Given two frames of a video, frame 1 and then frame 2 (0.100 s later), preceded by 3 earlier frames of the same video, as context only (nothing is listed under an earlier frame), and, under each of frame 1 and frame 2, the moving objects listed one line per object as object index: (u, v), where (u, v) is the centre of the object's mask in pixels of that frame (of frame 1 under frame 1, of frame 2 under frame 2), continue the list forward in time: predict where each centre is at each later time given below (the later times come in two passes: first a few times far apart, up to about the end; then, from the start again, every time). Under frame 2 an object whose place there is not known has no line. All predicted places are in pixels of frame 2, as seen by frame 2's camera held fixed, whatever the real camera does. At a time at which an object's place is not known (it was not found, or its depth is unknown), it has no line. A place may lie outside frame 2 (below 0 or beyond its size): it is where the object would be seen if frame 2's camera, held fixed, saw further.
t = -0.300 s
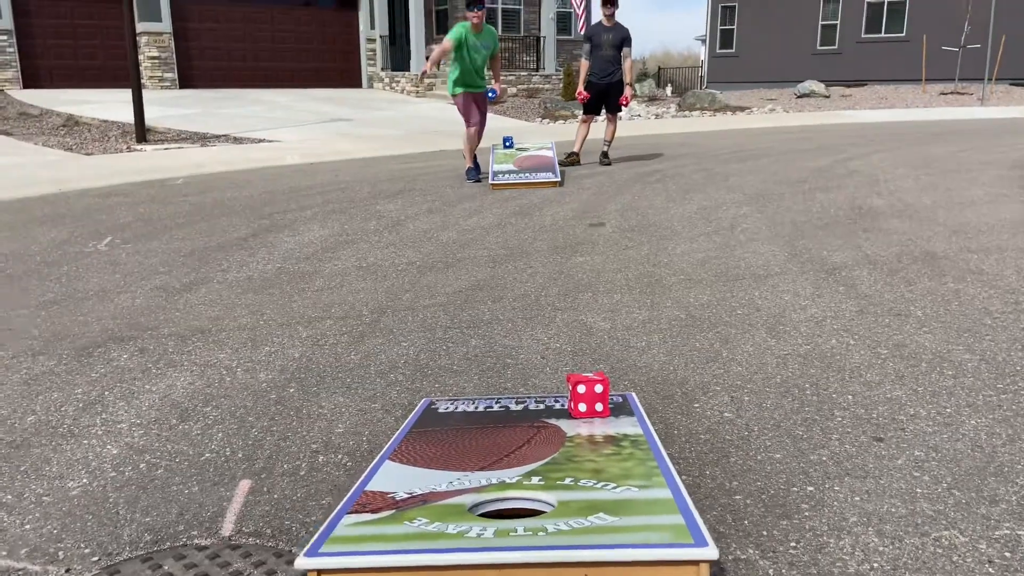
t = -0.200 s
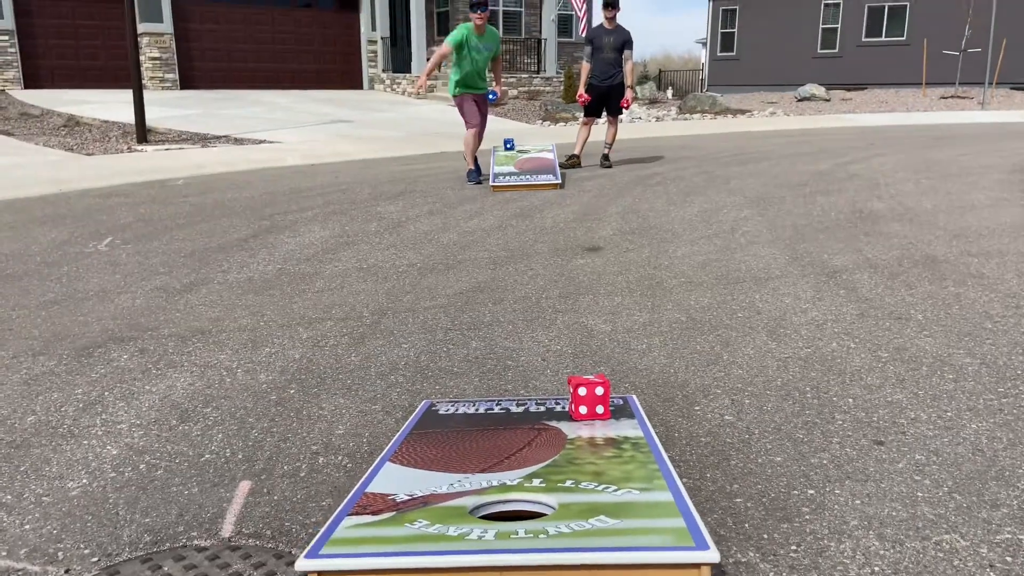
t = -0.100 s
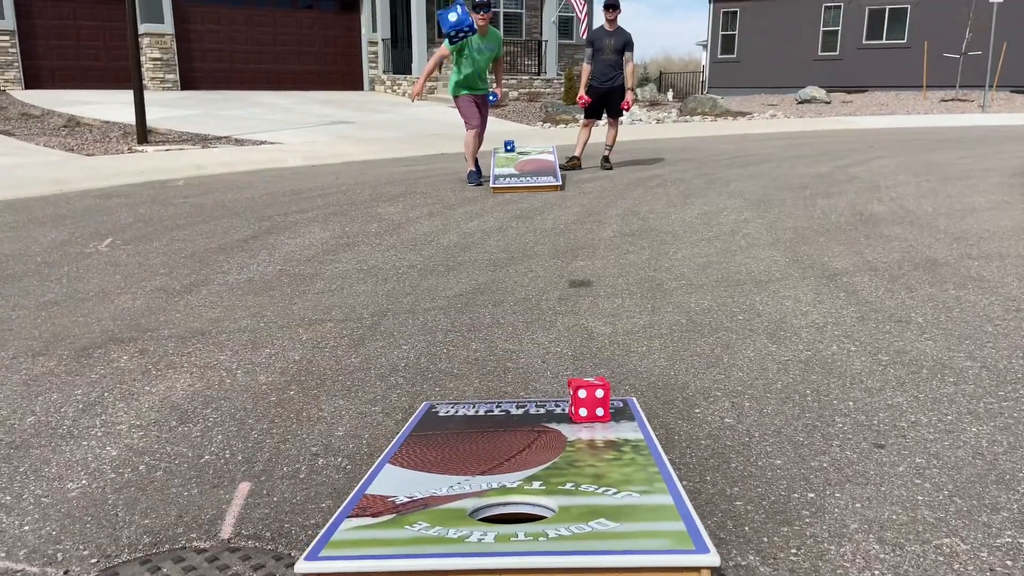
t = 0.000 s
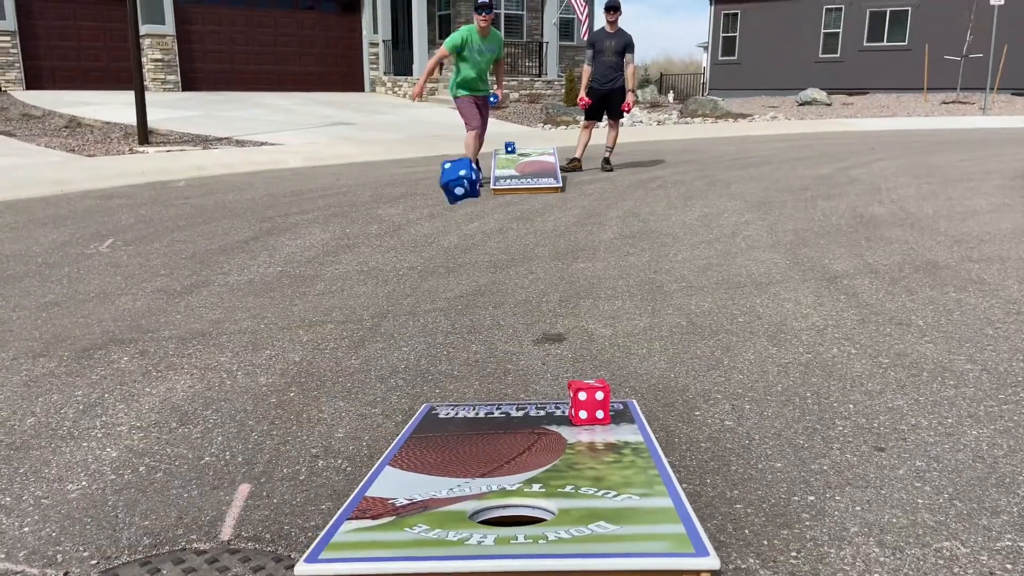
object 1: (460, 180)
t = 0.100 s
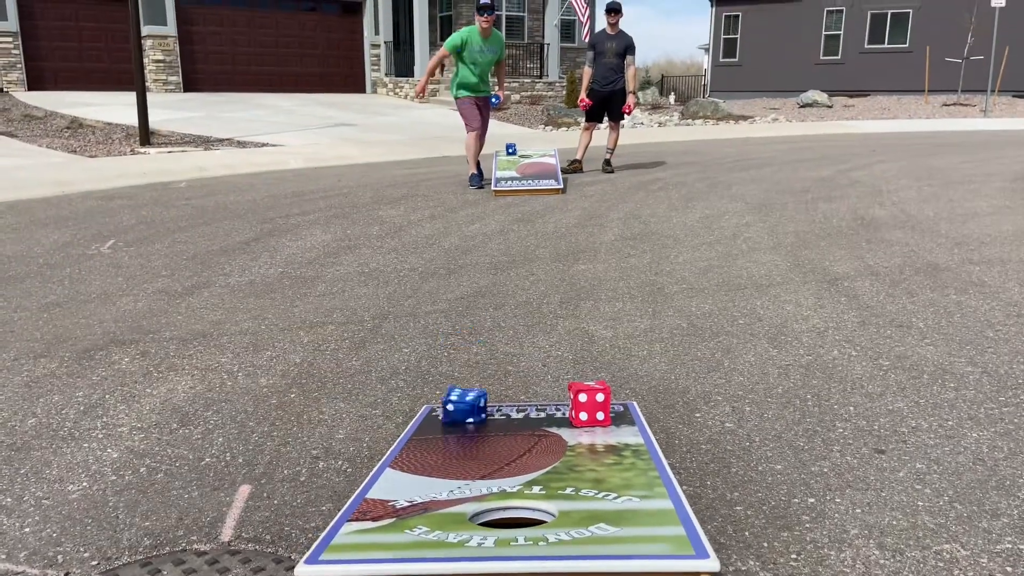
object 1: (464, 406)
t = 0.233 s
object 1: (461, 347)
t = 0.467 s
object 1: (456, 401)
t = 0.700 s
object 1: (447, 428)
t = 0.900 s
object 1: (447, 431)
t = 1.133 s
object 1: (447, 431)
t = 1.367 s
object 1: (448, 431)
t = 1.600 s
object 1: (448, 431)
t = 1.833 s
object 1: (448, 431)
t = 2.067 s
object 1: (447, 431)
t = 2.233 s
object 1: (447, 431)
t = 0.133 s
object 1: (464, 387)
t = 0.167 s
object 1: (464, 370)
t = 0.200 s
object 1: (462, 357)
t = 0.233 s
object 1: (461, 347)
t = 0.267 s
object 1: (460, 342)
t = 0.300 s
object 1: (459, 339)
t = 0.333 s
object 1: (459, 342)
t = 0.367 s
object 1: (458, 350)
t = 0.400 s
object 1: (457, 362)
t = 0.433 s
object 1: (456, 379)
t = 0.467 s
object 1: (456, 401)
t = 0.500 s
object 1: (456, 429)
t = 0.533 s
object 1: (454, 430)
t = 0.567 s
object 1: (452, 427)
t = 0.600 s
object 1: (451, 427)
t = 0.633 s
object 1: (449, 428)
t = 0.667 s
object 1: (447, 428)
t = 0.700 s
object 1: (447, 428)
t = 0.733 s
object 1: (447, 430)
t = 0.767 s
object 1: (447, 431)
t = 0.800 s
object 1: (448, 430)
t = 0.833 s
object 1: (447, 430)
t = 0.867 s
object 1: (447, 430)
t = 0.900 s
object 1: (447, 431)
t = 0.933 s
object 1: (447, 430)
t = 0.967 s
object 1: (447, 430)
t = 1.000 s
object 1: (447, 430)
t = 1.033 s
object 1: (447, 431)
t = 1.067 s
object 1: (447, 431)
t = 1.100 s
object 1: (447, 430)
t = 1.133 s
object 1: (447, 431)
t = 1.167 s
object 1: (447, 431)
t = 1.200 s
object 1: (447, 431)
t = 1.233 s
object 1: (447, 431)
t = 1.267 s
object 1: (447, 431)
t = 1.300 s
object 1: (448, 431)
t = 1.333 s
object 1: (447, 431)
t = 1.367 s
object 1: (448, 431)
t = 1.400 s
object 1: (448, 431)
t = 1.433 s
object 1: (448, 431)
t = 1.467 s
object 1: (448, 431)
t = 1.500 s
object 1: (448, 431)
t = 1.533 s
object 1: (448, 431)
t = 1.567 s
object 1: (448, 431)
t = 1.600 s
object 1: (448, 431)
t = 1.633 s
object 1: (448, 431)
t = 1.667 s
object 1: (448, 431)
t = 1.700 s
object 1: (448, 431)
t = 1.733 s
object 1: (448, 431)
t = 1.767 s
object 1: (448, 431)
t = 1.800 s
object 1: (448, 431)
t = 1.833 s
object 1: (448, 431)
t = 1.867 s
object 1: (447, 431)
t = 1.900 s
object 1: (447, 431)
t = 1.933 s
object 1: (447, 431)
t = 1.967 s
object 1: (447, 431)
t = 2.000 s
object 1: (447, 431)
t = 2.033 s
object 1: (447, 431)
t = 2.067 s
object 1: (447, 431)
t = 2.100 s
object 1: (447, 431)
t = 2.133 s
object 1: (447, 431)
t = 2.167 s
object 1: (447, 431)
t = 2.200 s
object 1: (447, 431)
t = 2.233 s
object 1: (447, 431)
